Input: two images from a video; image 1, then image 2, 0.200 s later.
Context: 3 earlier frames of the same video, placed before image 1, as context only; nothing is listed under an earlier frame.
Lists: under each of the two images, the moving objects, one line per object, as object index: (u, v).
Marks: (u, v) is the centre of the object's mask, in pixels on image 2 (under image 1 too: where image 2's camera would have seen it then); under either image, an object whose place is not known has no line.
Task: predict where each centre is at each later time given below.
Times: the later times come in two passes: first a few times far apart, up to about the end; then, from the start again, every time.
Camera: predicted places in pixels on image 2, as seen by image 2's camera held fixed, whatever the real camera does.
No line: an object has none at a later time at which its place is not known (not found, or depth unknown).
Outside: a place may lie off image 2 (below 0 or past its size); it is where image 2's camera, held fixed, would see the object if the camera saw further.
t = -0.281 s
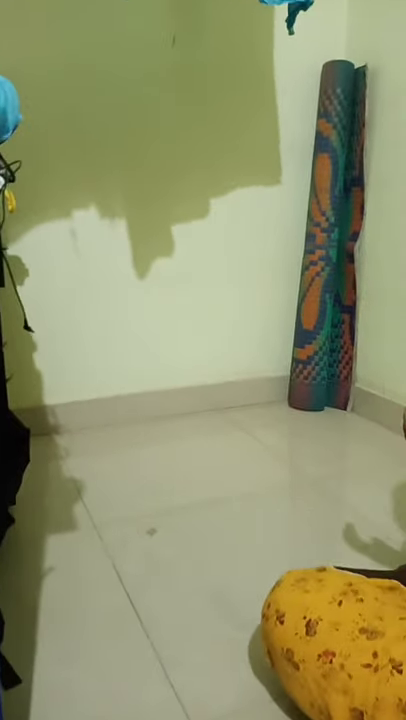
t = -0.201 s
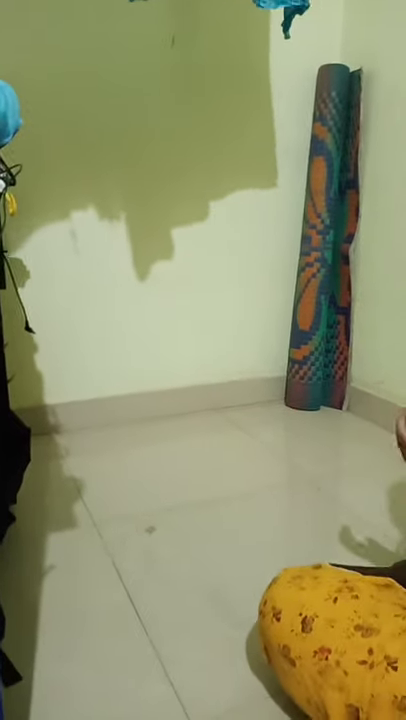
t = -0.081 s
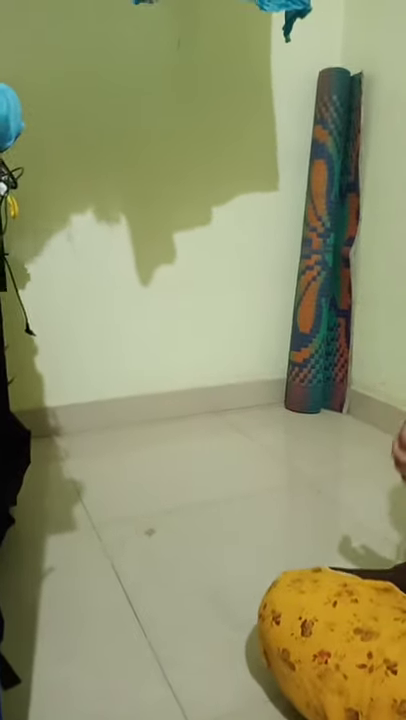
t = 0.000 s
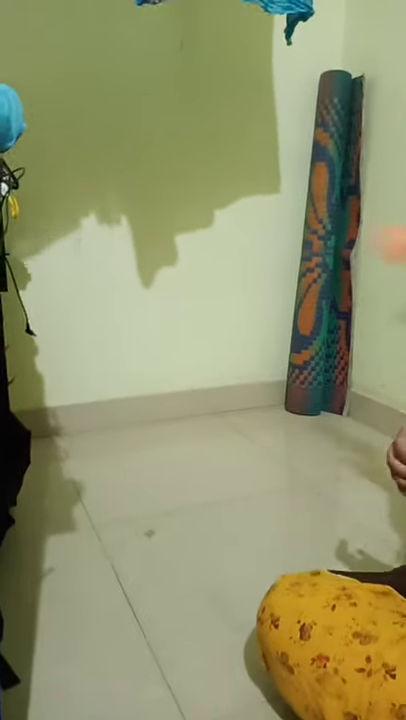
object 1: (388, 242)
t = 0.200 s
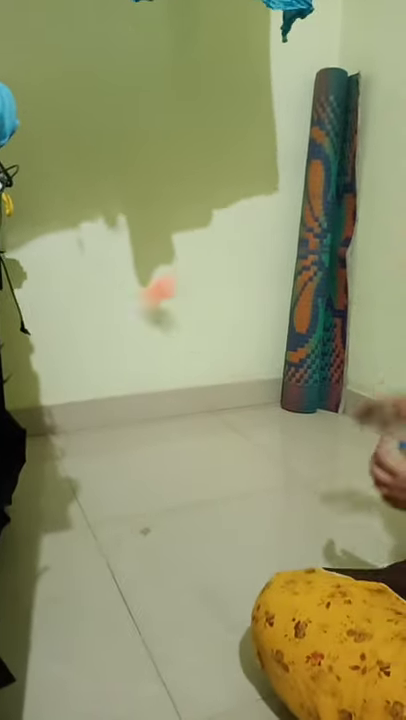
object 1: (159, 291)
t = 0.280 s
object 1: (149, 341)
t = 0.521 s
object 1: (190, 434)
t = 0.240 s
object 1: (144, 310)
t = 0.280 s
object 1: (149, 341)
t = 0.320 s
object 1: (156, 377)
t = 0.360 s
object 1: (162, 419)
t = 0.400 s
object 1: (170, 463)
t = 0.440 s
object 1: (175, 455)
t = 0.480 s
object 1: (183, 441)
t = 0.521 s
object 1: (190, 434)
